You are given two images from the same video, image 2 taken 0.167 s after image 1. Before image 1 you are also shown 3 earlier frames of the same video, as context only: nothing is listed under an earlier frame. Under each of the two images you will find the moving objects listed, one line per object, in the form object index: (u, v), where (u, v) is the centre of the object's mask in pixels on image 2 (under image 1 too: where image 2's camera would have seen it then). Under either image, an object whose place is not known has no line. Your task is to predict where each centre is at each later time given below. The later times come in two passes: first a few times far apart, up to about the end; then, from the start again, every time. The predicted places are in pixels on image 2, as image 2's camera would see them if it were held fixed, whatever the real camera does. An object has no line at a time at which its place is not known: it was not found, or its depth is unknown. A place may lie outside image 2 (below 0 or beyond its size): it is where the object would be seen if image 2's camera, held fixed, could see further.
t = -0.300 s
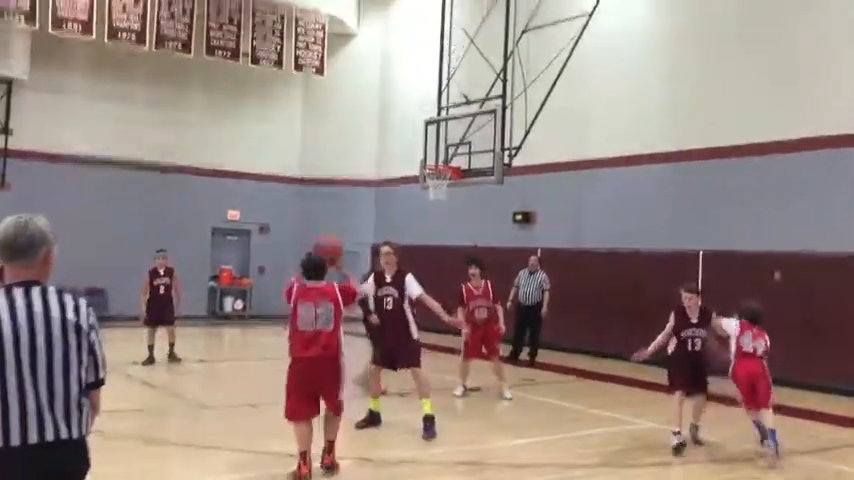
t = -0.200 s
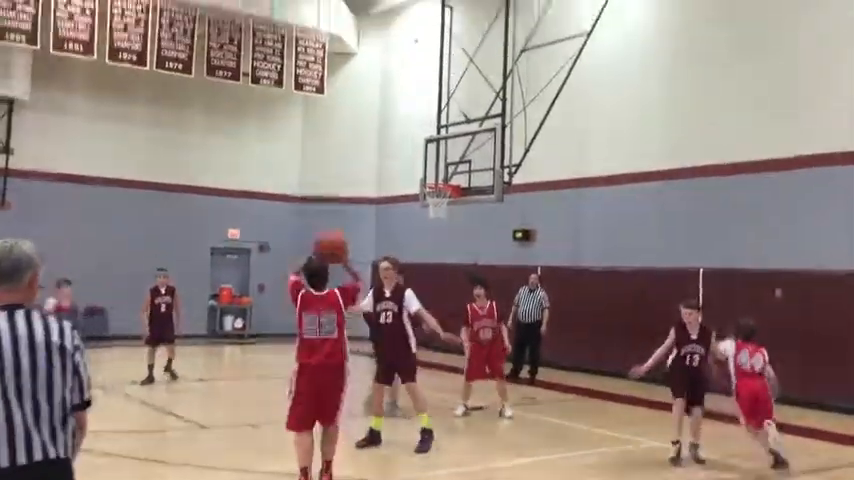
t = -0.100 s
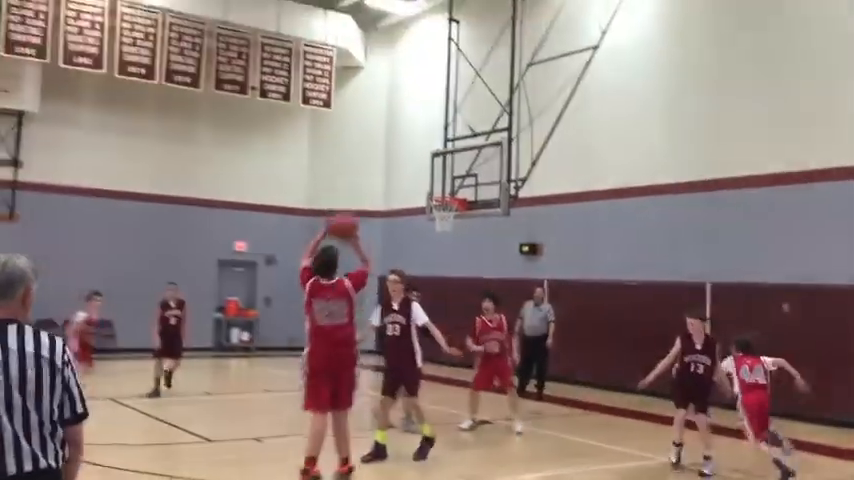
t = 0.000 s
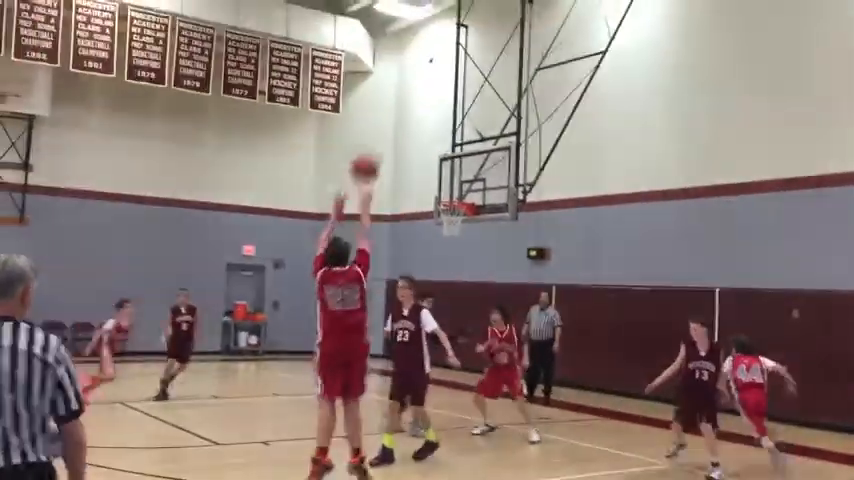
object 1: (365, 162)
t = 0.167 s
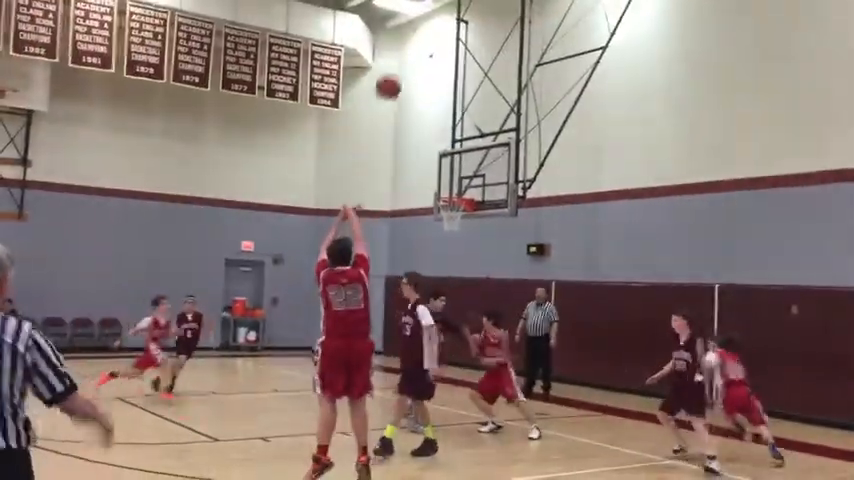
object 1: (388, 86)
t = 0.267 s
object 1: (399, 61)
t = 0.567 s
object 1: (422, 48)
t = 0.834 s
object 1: (436, 91)
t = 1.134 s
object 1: (445, 182)
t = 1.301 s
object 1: (445, 203)
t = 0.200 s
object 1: (392, 76)
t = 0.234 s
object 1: (395, 68)
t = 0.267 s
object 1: (399, 61)
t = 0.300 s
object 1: (402, 55)
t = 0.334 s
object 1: (405, 51)
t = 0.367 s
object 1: (408, 47)
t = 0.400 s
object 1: (410, 45)
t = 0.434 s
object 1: (413, 44)
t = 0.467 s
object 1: (415, 43)
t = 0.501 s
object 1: (418, 44)
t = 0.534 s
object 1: (420, 45)
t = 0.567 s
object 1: (422, 48)
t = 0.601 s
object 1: (424, 51)
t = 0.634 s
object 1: (426, 54)
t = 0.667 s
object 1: (428, 59)
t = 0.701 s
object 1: (430, 64)
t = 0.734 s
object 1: (431, 69)
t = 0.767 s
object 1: (433, 76)
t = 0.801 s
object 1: (435, 83)
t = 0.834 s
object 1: (436, 91)
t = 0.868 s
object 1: (437, 99)
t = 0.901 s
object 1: (439, 108)
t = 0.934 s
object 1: (440, 117)
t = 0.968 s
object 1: (441, 126)
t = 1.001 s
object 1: (442, 137)
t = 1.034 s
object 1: (443, 147)
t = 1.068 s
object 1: (444, 159)
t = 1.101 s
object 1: (445, 170)
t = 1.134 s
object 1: (445, 182)
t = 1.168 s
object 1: (445, 194)
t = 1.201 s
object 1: (444, 202)
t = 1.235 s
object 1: (444, 203)
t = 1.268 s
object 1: (445, 203)
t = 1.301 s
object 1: (445, 203)
